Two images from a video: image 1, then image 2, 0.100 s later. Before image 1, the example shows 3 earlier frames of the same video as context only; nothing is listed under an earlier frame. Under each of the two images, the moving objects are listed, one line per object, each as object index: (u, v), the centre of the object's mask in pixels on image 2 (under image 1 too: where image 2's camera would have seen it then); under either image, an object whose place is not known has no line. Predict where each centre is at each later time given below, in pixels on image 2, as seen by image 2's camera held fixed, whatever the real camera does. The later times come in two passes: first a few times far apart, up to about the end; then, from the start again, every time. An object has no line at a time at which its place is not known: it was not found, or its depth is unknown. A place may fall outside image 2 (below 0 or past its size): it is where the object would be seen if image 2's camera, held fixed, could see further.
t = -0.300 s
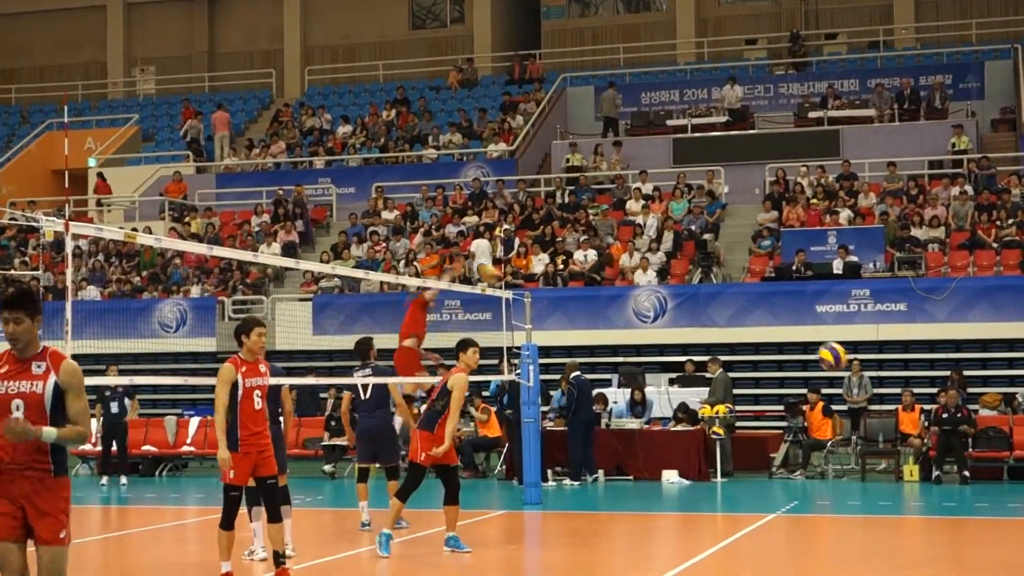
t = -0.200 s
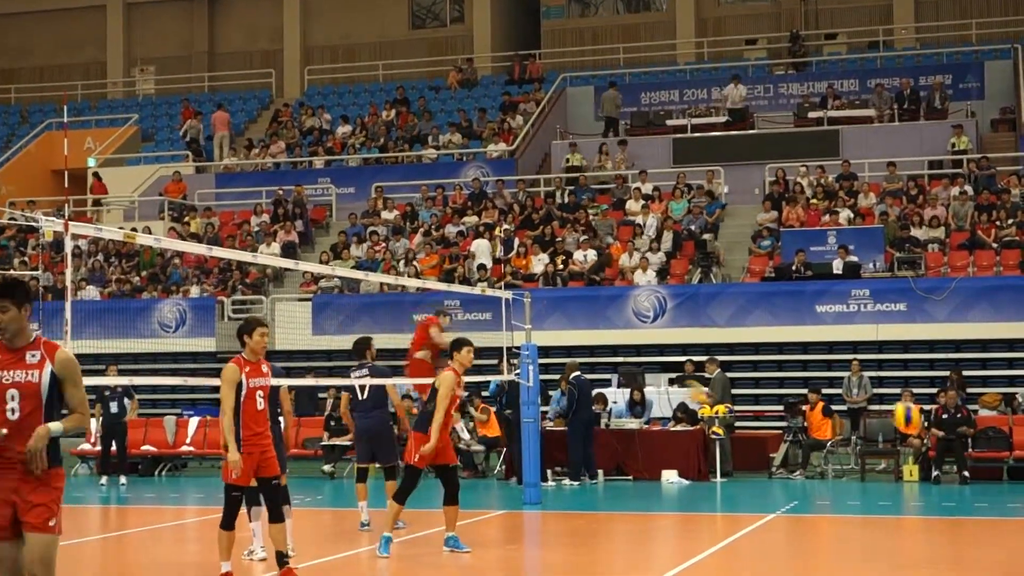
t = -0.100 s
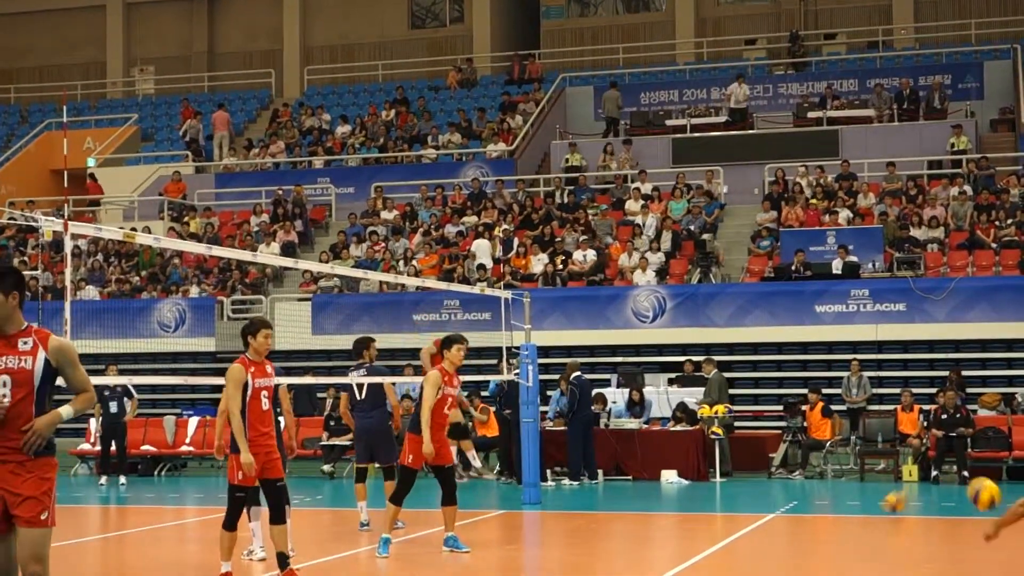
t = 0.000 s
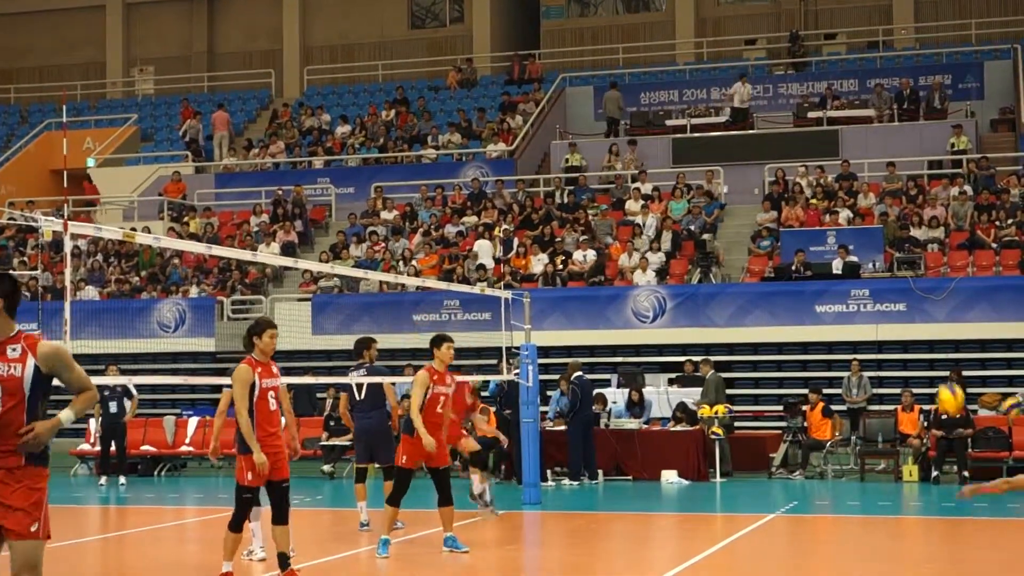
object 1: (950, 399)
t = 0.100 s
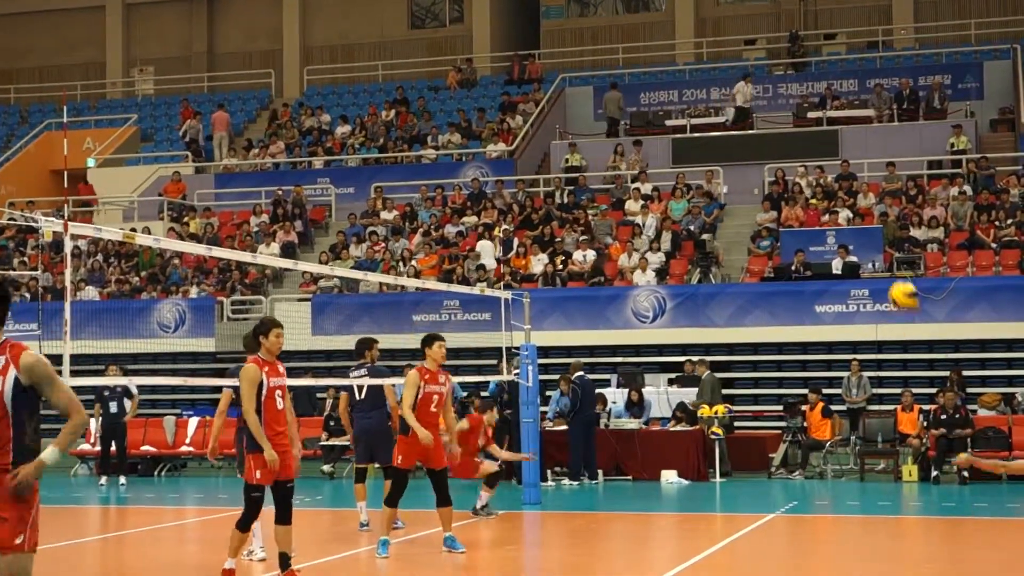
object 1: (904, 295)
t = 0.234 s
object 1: (845, 187)
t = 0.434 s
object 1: (767, 72)
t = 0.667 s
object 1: (687, 12)
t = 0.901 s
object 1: (613, 24)
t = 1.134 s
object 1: (545, 98)
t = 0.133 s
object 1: (890, 265)
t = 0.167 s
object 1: (874, 237)
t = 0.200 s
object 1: (860, 211)
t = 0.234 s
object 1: (845, 187)
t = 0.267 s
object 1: (831, 163)
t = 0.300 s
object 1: (818, 142)
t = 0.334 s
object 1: (805, 121)
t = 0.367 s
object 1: (791, 103)
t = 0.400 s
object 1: (780, 87)
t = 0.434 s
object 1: (767, 72)
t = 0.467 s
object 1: (756, 59)
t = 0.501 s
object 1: (745, 47)
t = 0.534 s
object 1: (732, 38)
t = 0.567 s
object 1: (720, 30)
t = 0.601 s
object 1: (709, 23)
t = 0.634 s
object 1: (698, 17)
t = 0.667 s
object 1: (687, 12)
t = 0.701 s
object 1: (675, 11)
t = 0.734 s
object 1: (665, 10)
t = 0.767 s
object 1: (655, 11)
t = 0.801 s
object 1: (645, 11)
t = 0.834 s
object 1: (635, 13)
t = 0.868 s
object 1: (624, 18)
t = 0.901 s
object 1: (613, 24)
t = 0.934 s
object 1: (603, 31)
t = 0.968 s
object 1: (593, 39)
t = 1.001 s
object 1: (583, 48)
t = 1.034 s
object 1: (573, 59)
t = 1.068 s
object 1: (564, 71)
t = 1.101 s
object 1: (555, 84)
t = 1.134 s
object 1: (545, 98)
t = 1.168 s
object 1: (537, 112)
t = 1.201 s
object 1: (527, 131)
